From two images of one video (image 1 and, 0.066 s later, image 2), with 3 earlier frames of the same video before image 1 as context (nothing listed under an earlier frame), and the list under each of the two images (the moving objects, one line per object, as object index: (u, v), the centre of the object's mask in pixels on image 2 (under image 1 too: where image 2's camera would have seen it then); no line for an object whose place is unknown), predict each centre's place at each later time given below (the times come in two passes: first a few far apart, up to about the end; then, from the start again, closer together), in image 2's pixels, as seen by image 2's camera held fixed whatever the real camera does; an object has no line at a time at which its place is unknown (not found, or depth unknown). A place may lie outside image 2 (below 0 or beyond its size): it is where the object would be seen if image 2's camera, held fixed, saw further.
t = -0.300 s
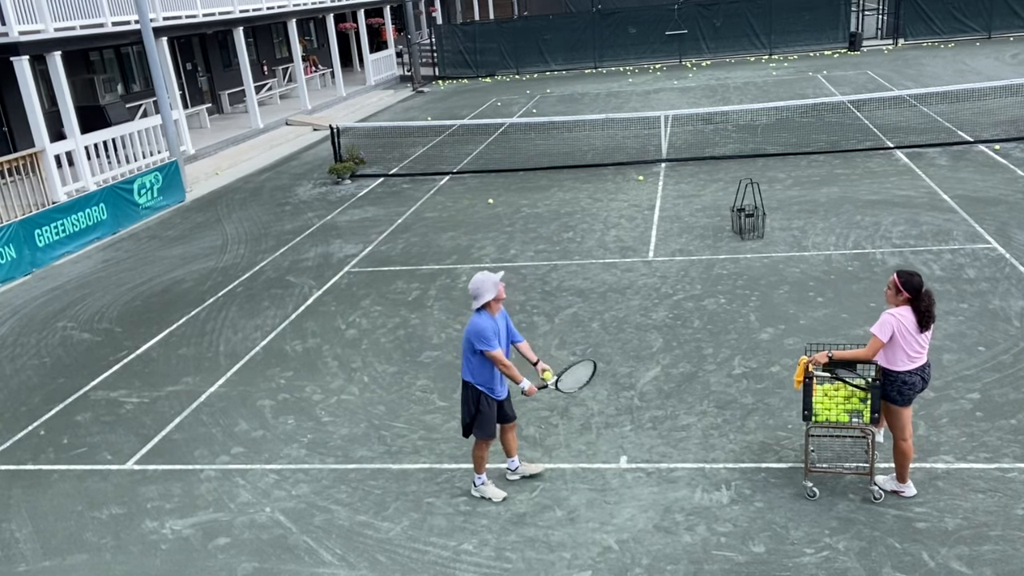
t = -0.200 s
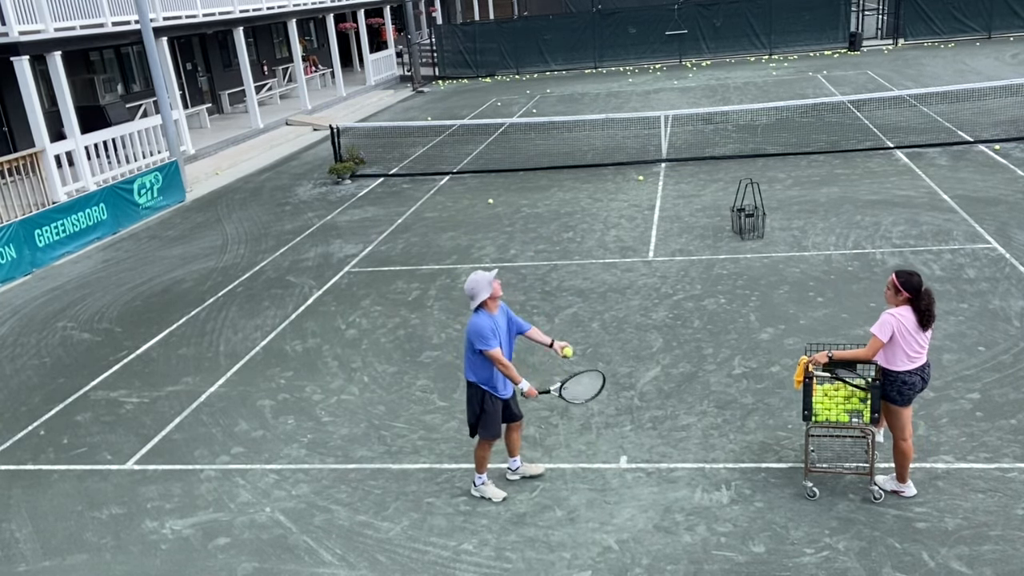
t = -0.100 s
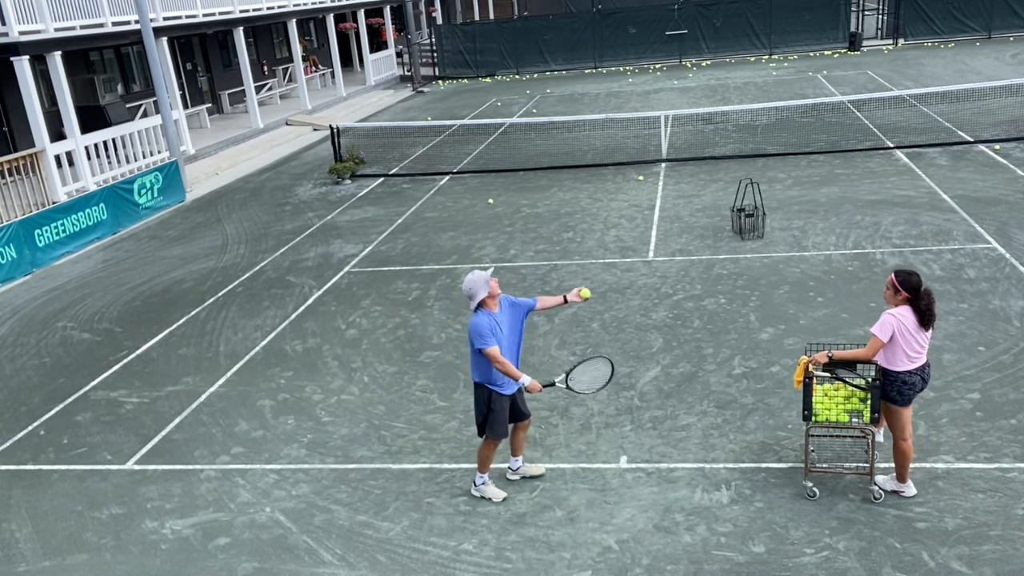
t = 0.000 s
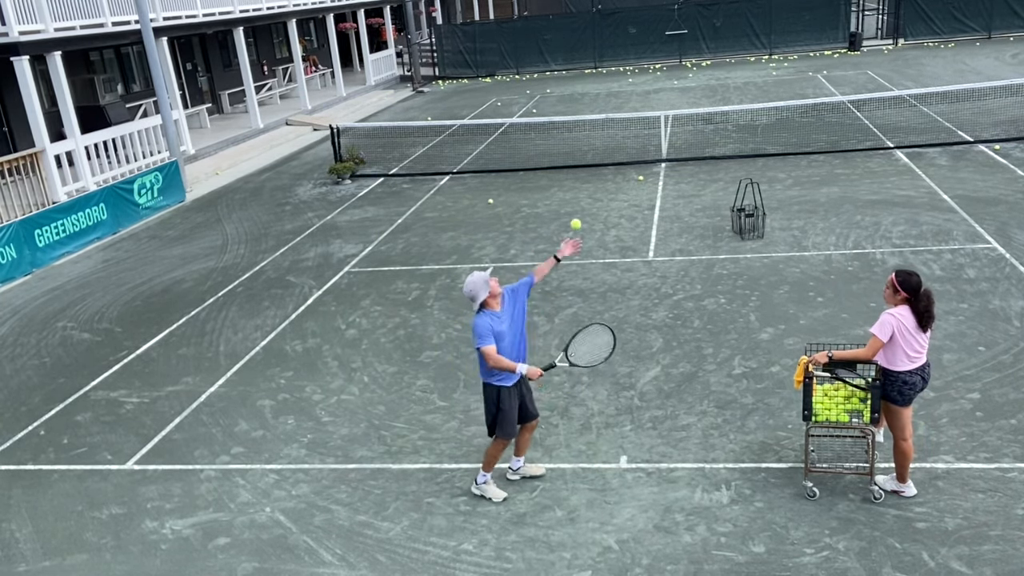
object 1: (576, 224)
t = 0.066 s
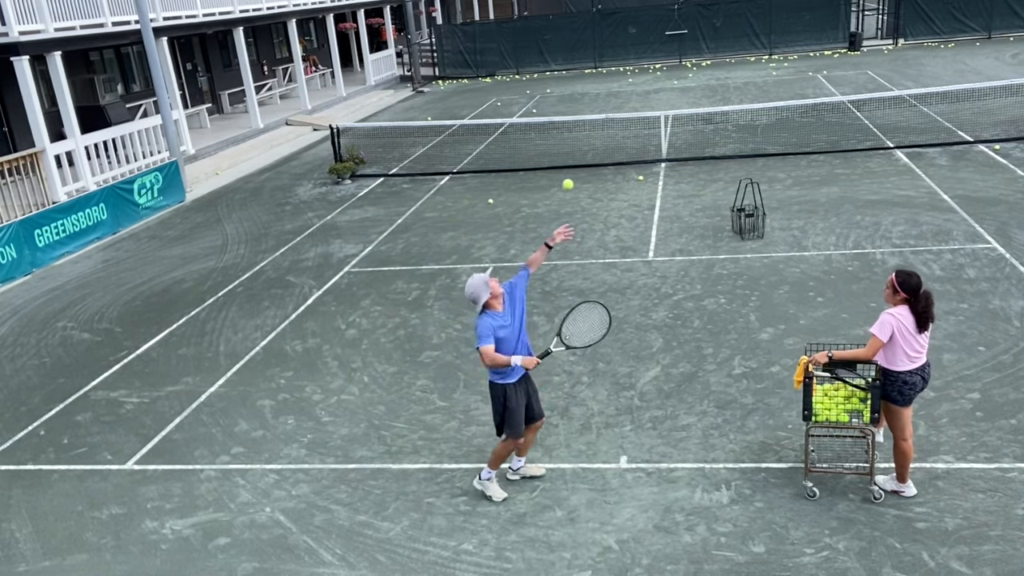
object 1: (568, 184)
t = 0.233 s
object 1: (550, 111)
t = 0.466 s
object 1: (530, 78)
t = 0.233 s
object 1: (550, 111)
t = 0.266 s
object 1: (547, 102)
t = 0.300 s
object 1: (544, 94)
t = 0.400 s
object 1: (535, 80)
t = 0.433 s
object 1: (532, 78)
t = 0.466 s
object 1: (530, 78)
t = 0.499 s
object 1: (528, 80)
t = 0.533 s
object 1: (525, 84)
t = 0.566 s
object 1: (524, 89)
